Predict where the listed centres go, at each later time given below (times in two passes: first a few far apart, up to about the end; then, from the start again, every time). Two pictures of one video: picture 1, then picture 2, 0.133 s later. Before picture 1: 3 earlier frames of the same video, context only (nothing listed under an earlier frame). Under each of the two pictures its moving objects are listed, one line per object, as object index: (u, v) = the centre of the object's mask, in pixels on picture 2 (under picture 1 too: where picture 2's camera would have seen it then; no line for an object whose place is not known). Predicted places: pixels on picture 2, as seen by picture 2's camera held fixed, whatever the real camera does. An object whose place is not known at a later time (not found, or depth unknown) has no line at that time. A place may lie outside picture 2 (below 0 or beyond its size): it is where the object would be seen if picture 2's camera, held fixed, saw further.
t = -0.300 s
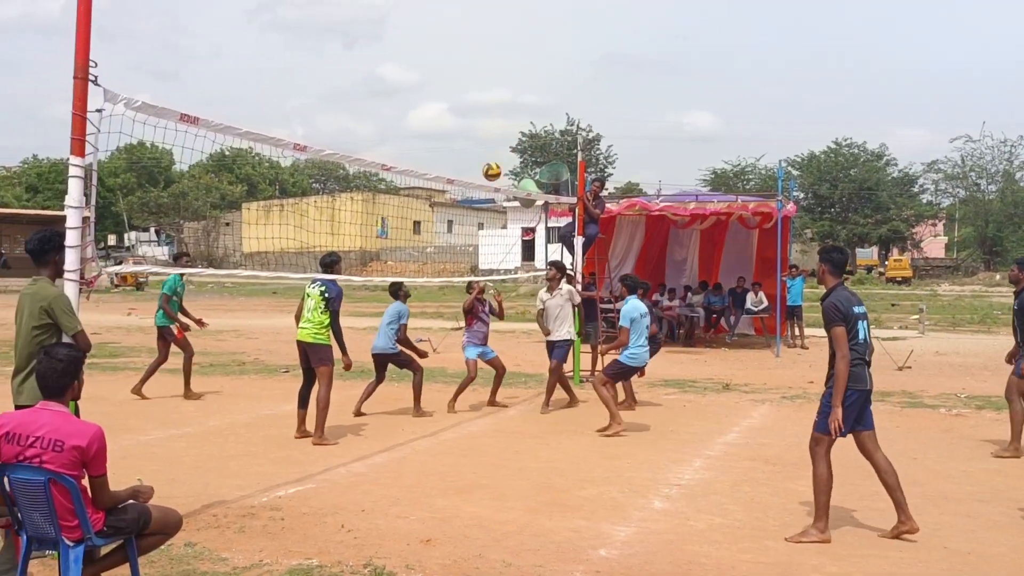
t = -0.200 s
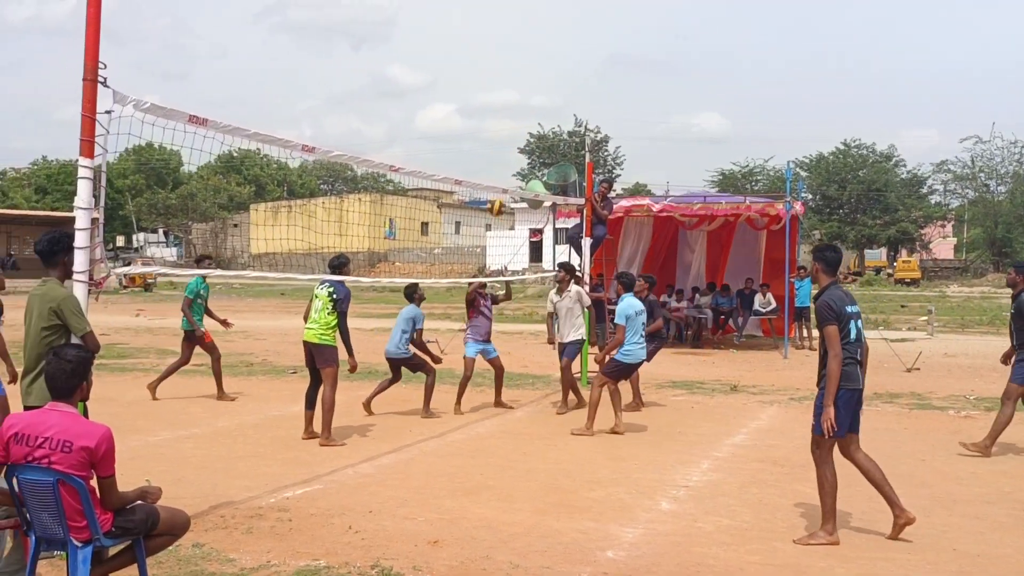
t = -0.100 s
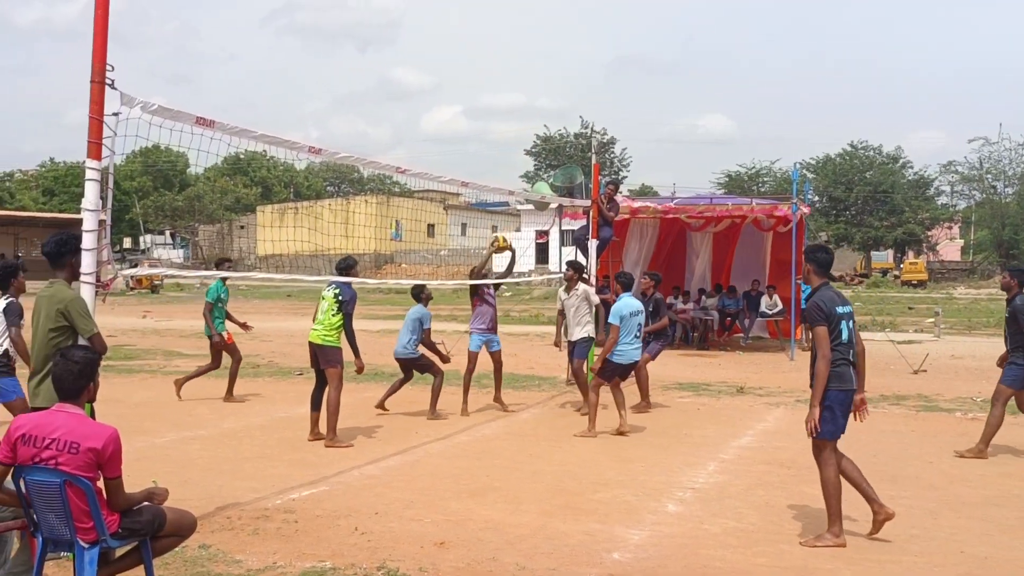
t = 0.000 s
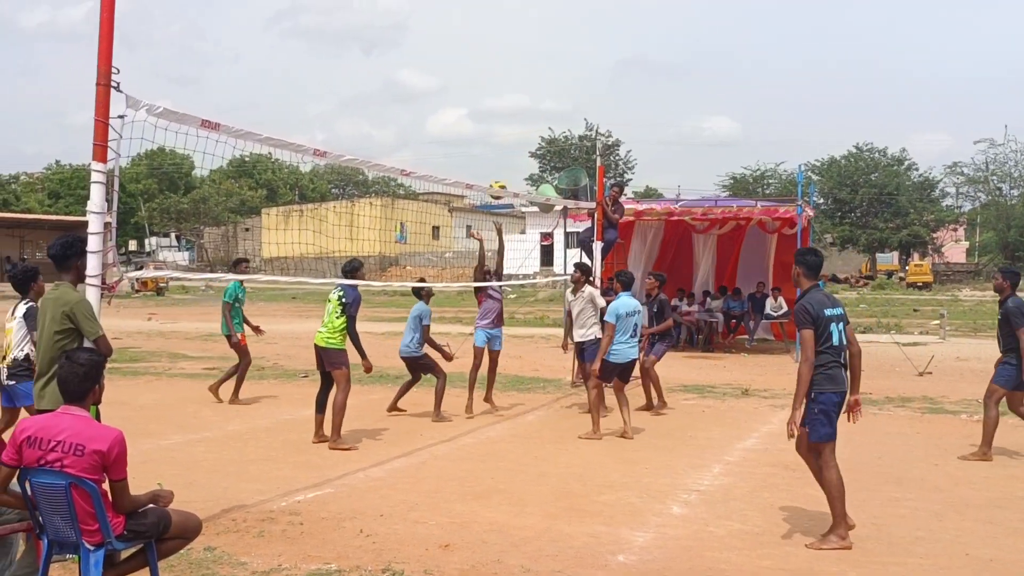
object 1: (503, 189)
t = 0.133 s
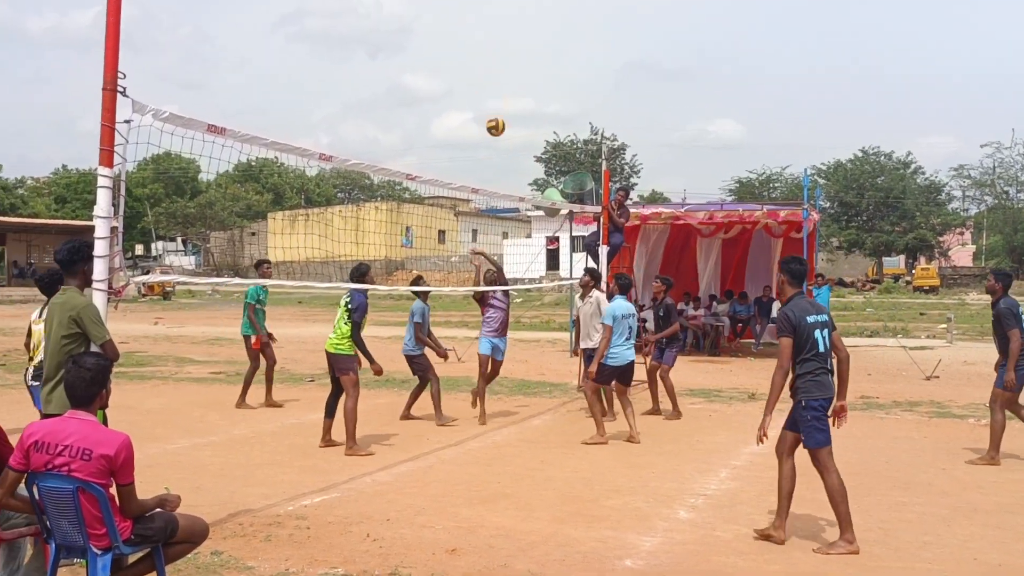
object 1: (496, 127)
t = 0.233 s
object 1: (491, 88)
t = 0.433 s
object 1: (478, 36)
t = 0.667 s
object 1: (464, 20)
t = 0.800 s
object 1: (455, 35)
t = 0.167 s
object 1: (494, 112)
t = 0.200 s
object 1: (492, 100)
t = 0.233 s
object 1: (491, 88)
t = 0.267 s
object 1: (488, 77)
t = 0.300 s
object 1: (487, 67)
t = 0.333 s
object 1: (484, 57)
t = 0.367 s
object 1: (482, 49)
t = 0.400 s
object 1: (480, 42)
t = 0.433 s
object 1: (478, 36)
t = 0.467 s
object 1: (475, 30)
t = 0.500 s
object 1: (473, 26)
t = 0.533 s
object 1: (471, 23)
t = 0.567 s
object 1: (470, 21)
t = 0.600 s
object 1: (467, 20)
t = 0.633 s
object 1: (466, 19)
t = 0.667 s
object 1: (464, 20)
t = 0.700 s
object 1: (462, 22)
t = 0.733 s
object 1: (460, 25)
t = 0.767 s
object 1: (457, 30)
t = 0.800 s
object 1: (455, 35)
